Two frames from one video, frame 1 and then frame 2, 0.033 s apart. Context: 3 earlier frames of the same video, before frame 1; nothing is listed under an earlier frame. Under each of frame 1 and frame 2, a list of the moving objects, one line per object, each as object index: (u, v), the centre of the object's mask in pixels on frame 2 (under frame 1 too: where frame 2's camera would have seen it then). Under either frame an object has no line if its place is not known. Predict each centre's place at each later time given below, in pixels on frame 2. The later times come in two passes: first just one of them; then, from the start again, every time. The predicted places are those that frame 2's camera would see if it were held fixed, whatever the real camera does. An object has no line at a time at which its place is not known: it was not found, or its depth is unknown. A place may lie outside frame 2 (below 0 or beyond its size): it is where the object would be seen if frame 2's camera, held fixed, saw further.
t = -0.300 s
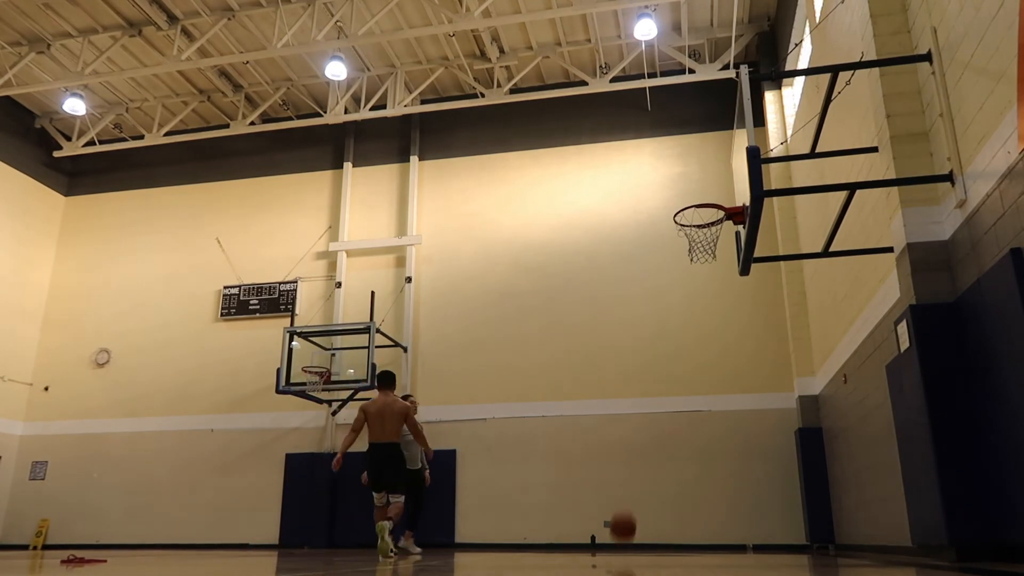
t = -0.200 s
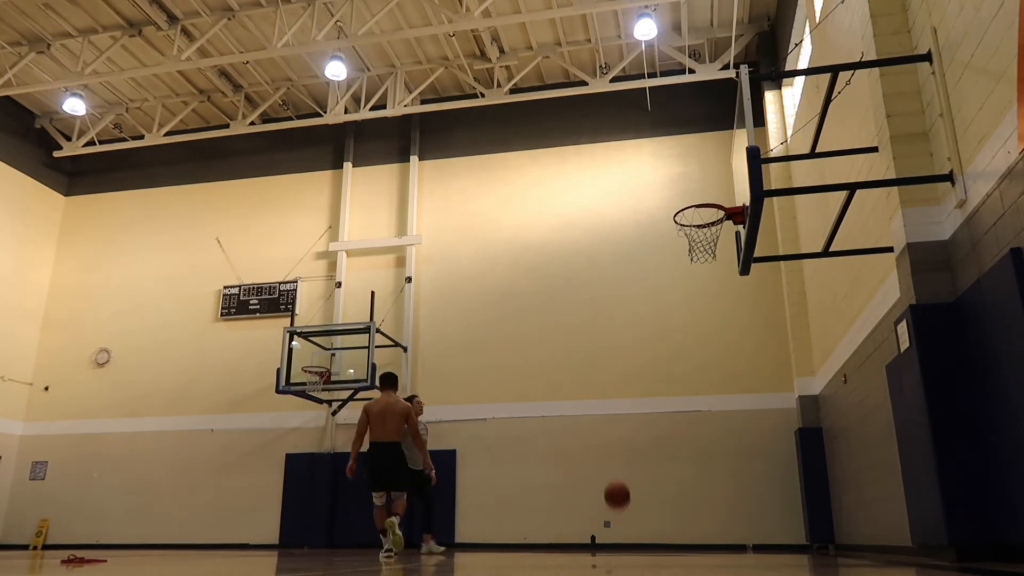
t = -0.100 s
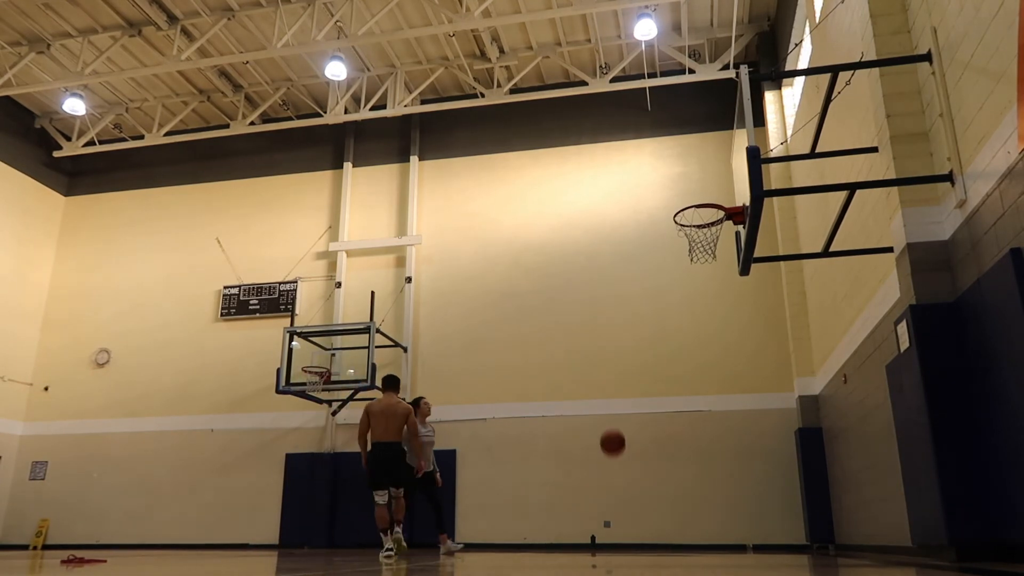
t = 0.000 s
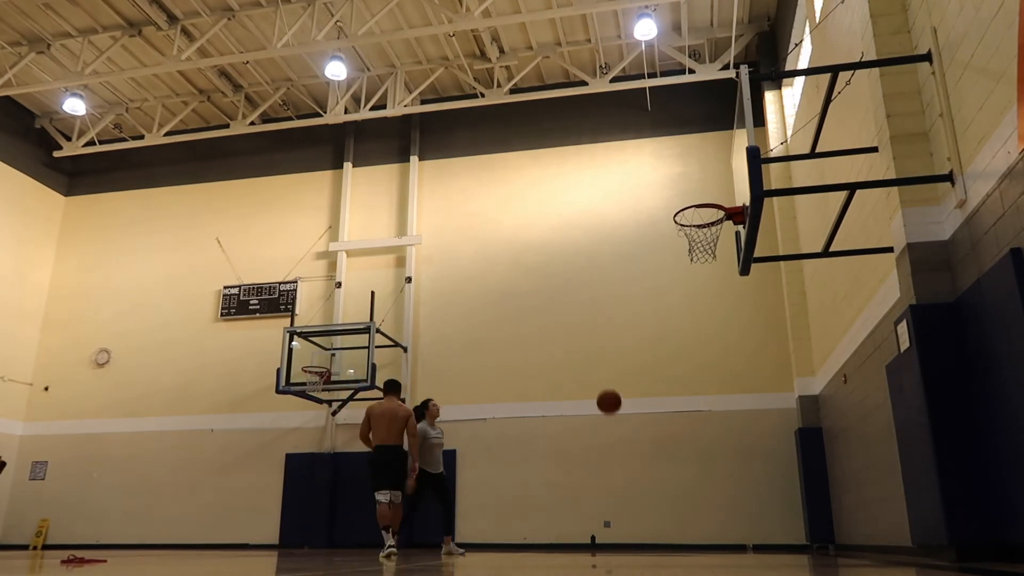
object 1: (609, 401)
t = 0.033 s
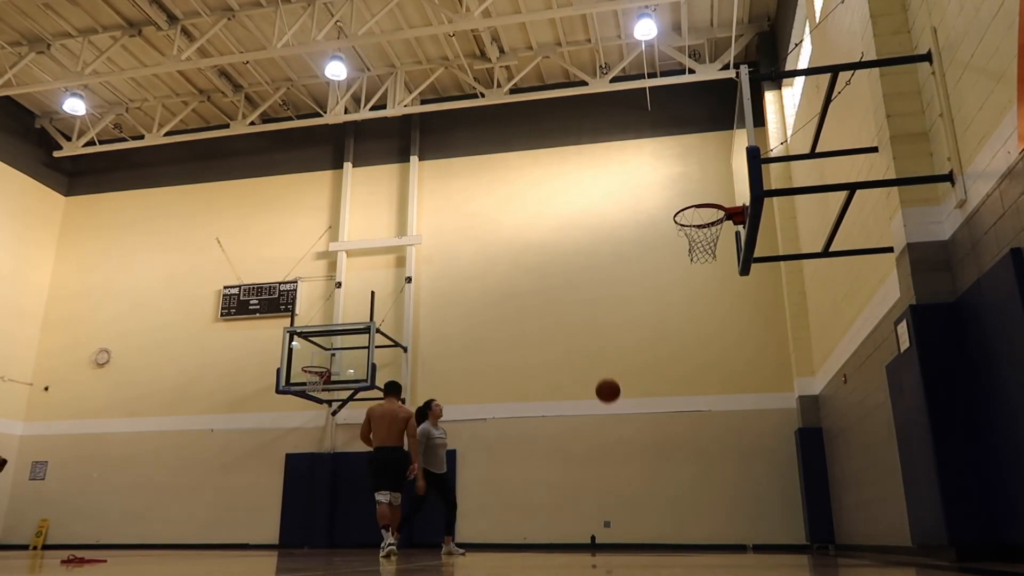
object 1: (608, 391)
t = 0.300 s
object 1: (600, 343)
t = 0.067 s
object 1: (607, 381)
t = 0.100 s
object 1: (605, 372)
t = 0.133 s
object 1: (605, 364)
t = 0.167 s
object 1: (604, 358)
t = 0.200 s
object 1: (603, 352)
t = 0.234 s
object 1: (602, 348)
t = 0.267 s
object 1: (601, 345)
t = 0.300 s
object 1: (600, 343)
